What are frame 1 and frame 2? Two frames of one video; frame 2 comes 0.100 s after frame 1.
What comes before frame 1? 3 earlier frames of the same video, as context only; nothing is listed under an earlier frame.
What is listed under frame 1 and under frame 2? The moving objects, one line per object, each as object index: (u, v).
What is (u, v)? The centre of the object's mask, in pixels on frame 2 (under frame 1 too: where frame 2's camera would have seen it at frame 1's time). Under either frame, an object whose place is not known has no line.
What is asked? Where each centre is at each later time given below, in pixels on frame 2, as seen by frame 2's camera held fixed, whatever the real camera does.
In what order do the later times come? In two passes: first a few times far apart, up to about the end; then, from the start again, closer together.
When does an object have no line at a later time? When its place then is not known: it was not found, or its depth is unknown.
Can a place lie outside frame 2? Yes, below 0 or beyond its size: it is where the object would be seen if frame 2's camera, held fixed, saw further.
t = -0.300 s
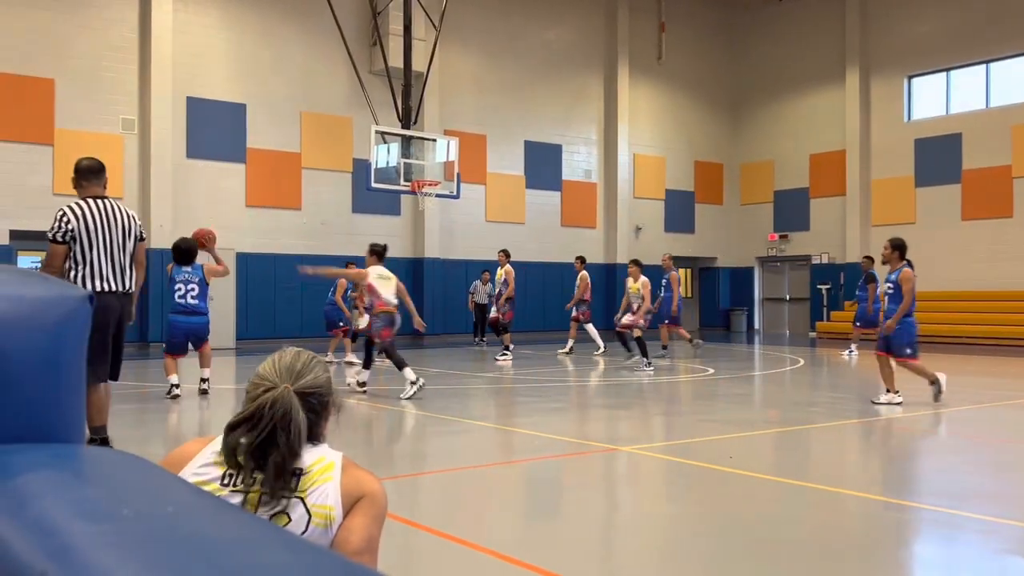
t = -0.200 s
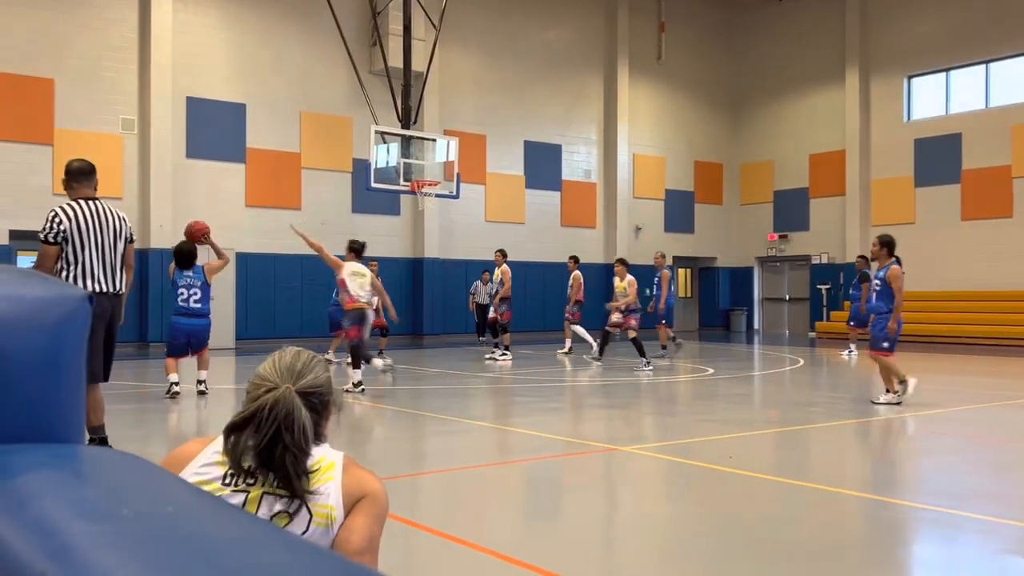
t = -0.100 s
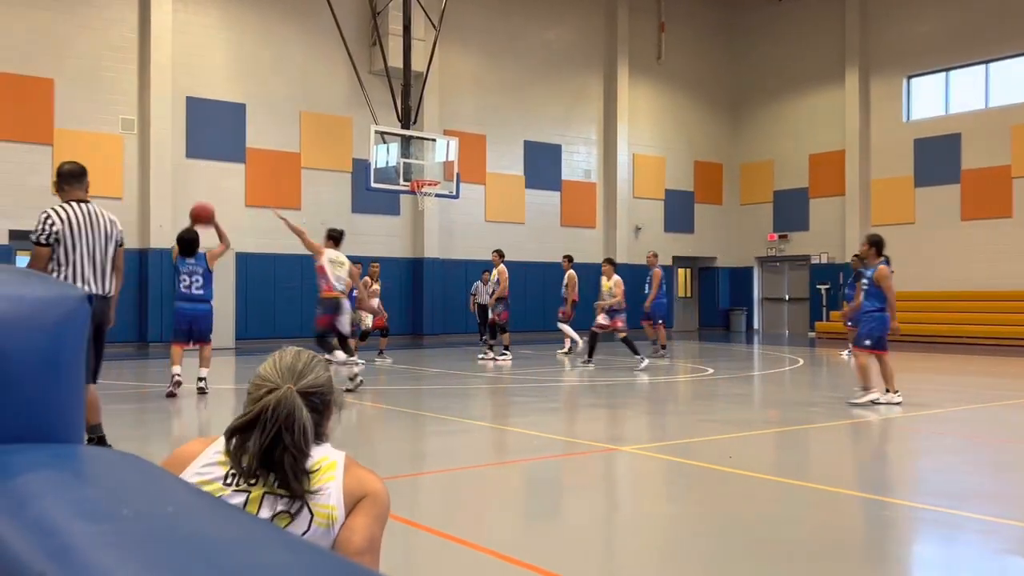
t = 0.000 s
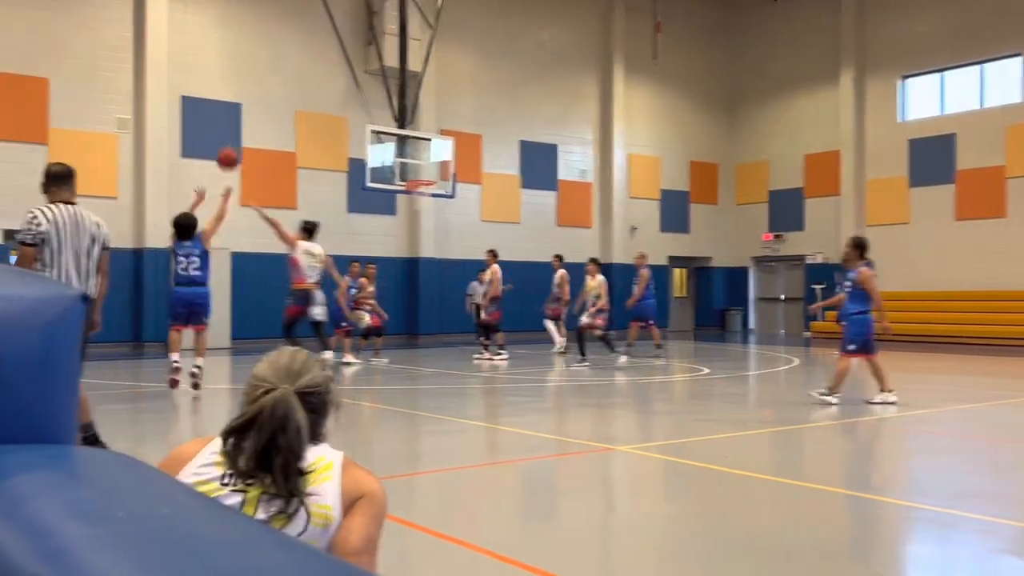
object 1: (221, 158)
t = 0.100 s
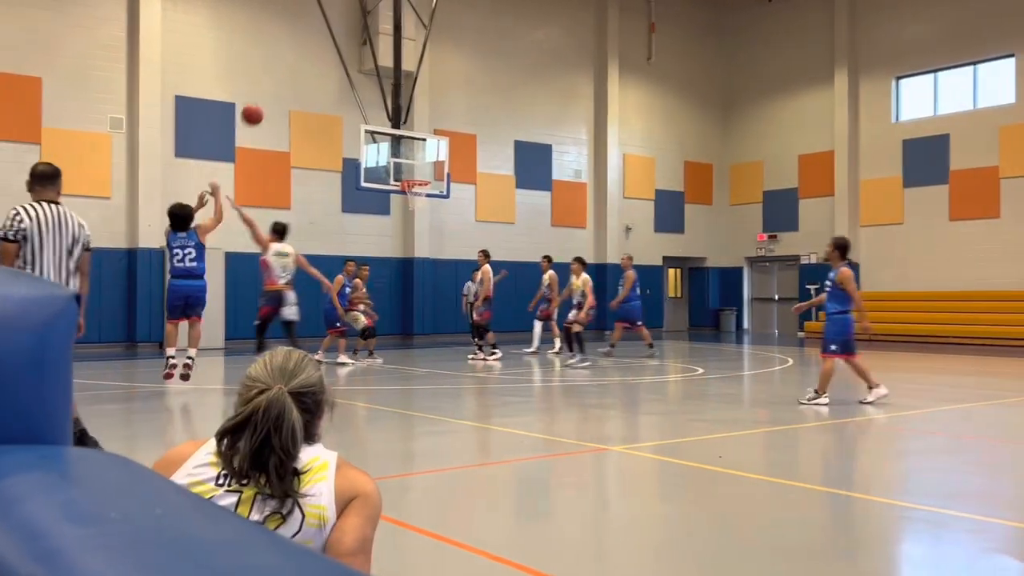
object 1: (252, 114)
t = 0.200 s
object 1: (279, 85)
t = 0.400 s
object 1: (324, 55)
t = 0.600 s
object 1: (358, 58)
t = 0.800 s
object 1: (388, 84)
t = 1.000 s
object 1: (413, 131)
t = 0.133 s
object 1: (261, 103)
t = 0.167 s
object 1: (271, 93)
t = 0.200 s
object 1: (279, 85)
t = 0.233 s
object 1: (287, 77)
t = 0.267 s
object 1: (295, 71)
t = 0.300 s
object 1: (303, 65)
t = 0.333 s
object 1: (310, 61)
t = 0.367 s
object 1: (317, 57)
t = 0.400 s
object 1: (324, 55)
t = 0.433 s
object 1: (330, 53)
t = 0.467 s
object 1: (336, 53)
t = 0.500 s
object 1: (342, 53)
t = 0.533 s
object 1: (348, 53)
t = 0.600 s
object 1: (358, 58)
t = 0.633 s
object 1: (364, 60)
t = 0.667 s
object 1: (369, 64)
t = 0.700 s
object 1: (374, 68)
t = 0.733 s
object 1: (379, 73)
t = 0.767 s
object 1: (384, 78)
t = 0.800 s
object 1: (388, 84)
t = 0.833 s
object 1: (393, 92)
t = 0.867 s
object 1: (397, 98)
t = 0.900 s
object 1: (401, 106)
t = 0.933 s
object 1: (405, 113)
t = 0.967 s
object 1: (409, 122)
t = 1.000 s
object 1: (413, 131)
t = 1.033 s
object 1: (416, 140)
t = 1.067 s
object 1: (420, 149)
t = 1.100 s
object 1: (423, 159)
